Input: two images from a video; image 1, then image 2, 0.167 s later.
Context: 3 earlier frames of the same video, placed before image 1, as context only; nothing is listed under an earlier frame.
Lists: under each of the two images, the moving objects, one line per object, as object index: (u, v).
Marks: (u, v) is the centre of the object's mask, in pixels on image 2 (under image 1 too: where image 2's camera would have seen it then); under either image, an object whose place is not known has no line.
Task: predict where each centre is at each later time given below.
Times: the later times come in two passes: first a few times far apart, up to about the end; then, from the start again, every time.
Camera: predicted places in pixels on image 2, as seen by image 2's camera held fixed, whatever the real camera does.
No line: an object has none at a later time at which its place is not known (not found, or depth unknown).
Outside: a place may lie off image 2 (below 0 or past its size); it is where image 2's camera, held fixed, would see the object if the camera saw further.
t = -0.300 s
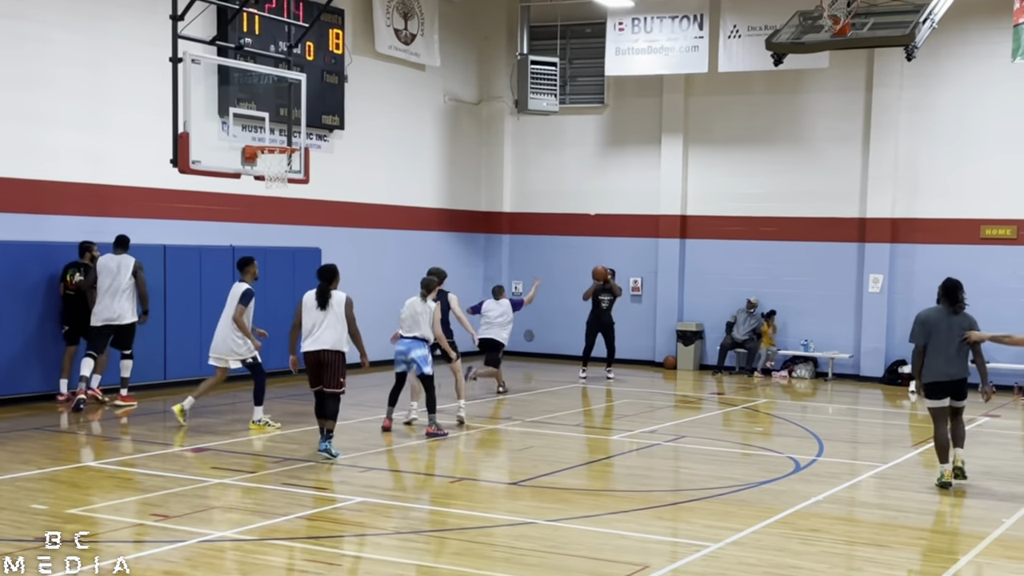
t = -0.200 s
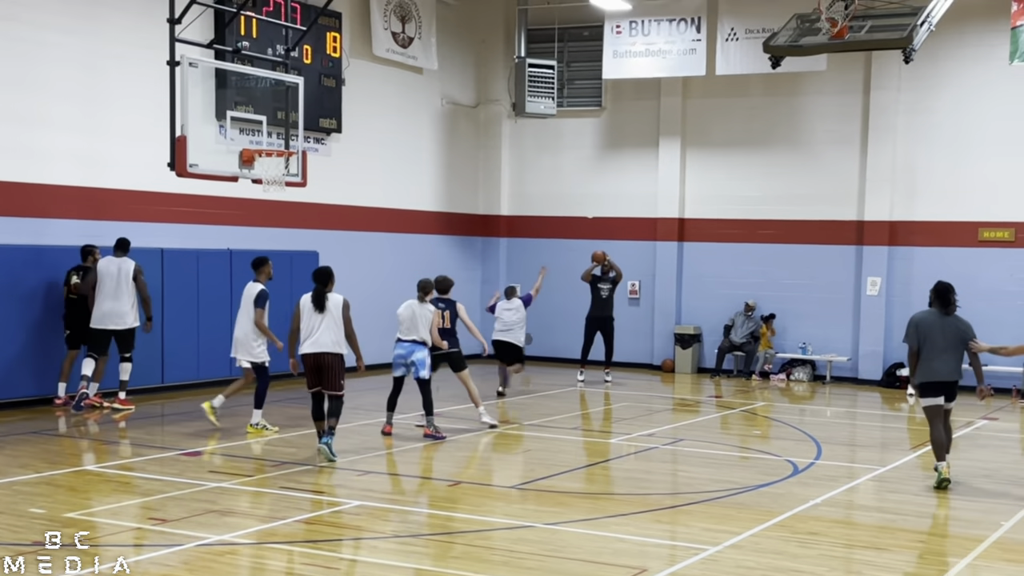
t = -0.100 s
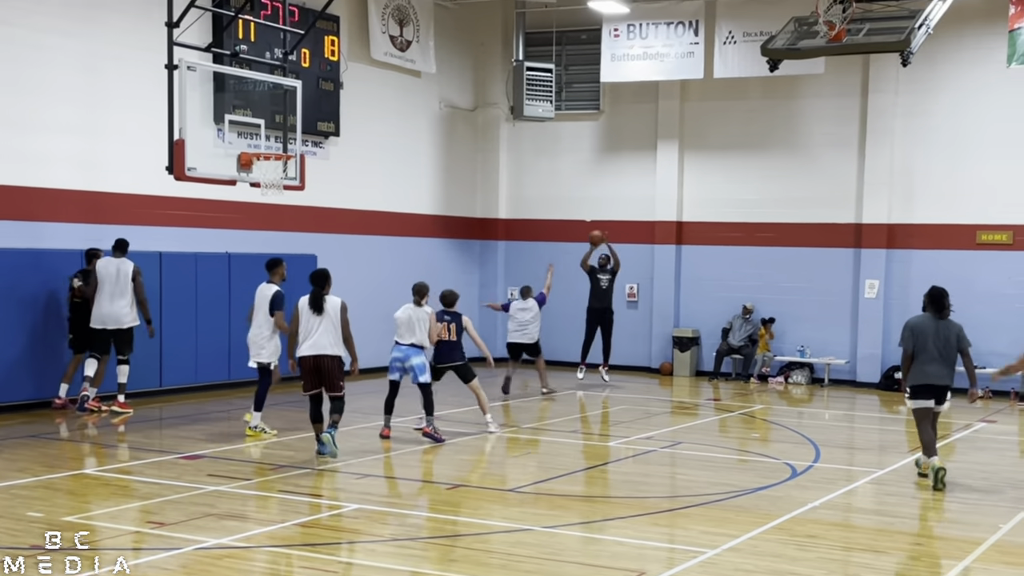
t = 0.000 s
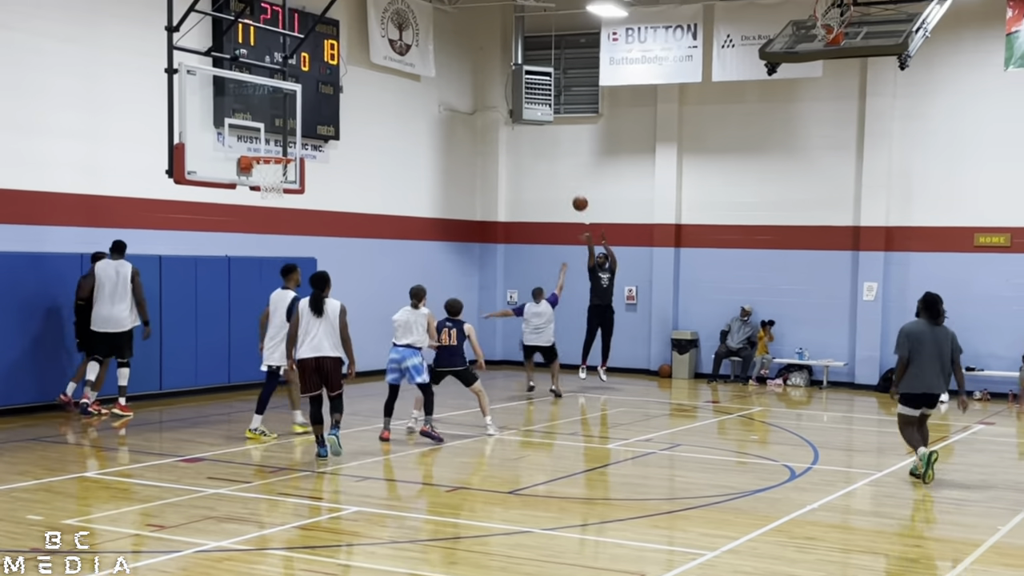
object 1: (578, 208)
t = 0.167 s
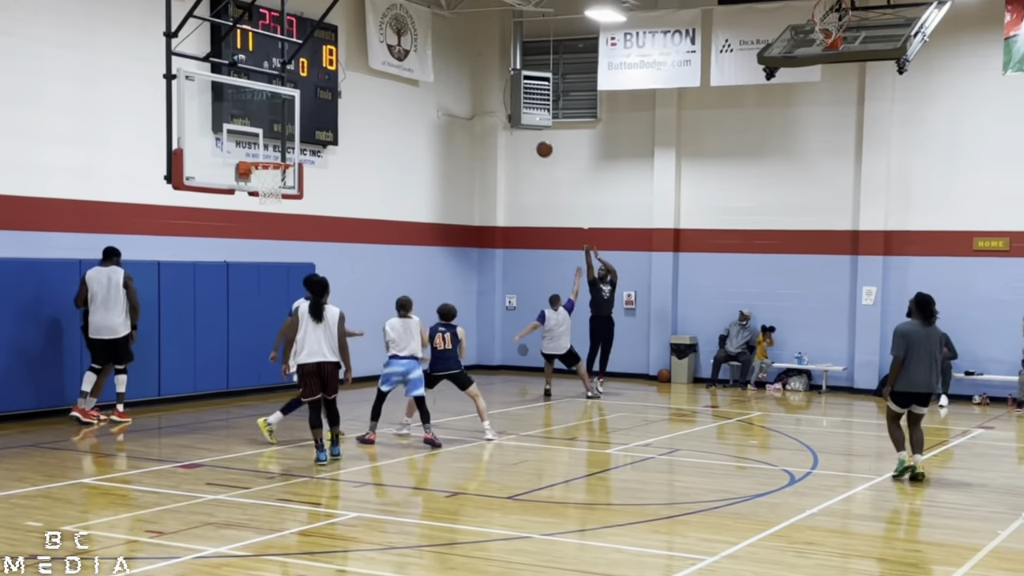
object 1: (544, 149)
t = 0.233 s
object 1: (529, 130)
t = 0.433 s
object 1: (482, 86)
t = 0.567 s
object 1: (447, 72)
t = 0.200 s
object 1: (537, 139)
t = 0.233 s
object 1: (529, 130)
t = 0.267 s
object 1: (521, 121)
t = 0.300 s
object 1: (514, 113)
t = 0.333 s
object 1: (506, 105)
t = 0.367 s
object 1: (498, 98)
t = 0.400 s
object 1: (490, 92)
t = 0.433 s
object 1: (482, 86)
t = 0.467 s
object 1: (473, 82)
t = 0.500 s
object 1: (464, 78)
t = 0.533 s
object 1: (456, 74)
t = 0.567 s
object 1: (447, 72)
